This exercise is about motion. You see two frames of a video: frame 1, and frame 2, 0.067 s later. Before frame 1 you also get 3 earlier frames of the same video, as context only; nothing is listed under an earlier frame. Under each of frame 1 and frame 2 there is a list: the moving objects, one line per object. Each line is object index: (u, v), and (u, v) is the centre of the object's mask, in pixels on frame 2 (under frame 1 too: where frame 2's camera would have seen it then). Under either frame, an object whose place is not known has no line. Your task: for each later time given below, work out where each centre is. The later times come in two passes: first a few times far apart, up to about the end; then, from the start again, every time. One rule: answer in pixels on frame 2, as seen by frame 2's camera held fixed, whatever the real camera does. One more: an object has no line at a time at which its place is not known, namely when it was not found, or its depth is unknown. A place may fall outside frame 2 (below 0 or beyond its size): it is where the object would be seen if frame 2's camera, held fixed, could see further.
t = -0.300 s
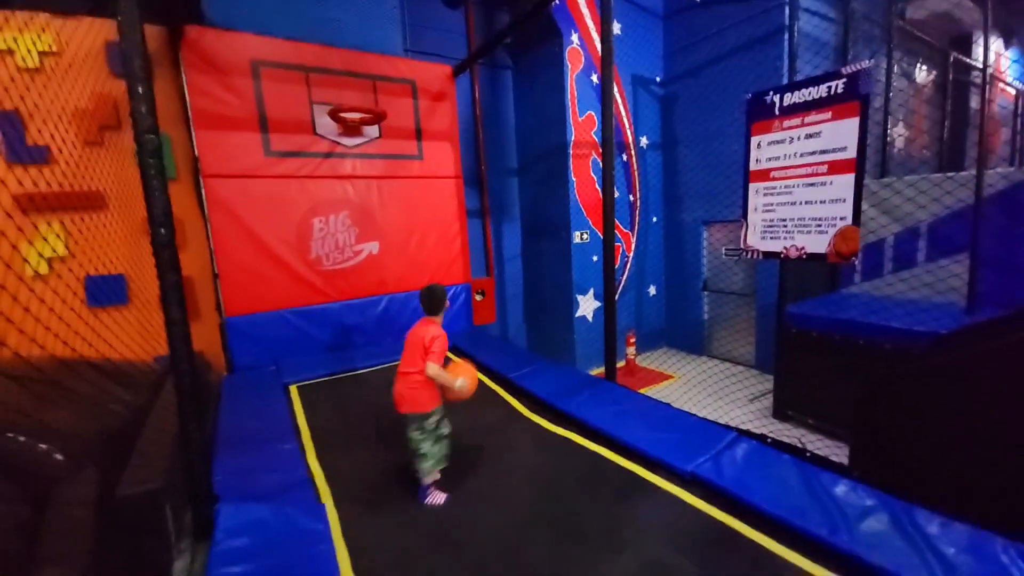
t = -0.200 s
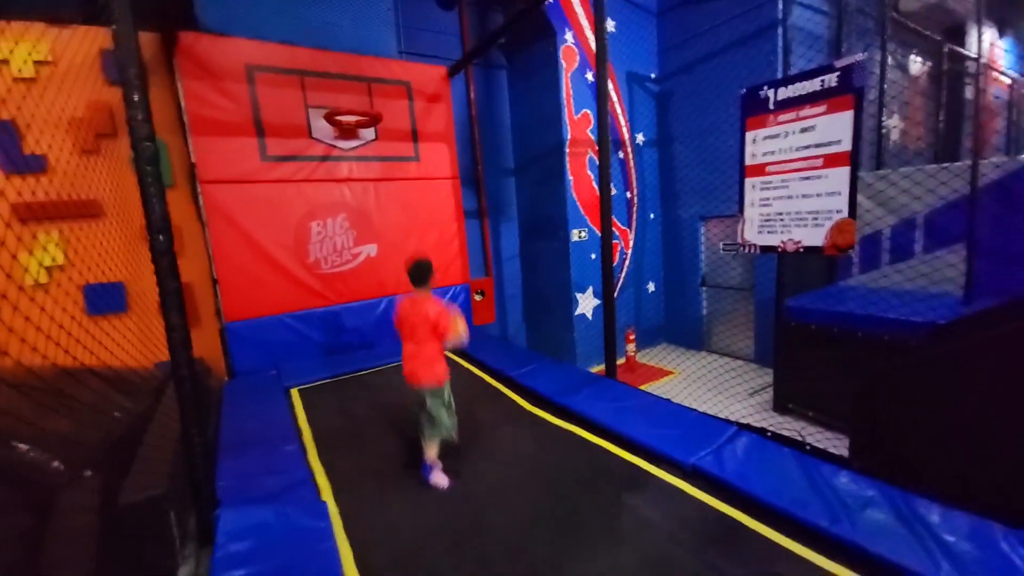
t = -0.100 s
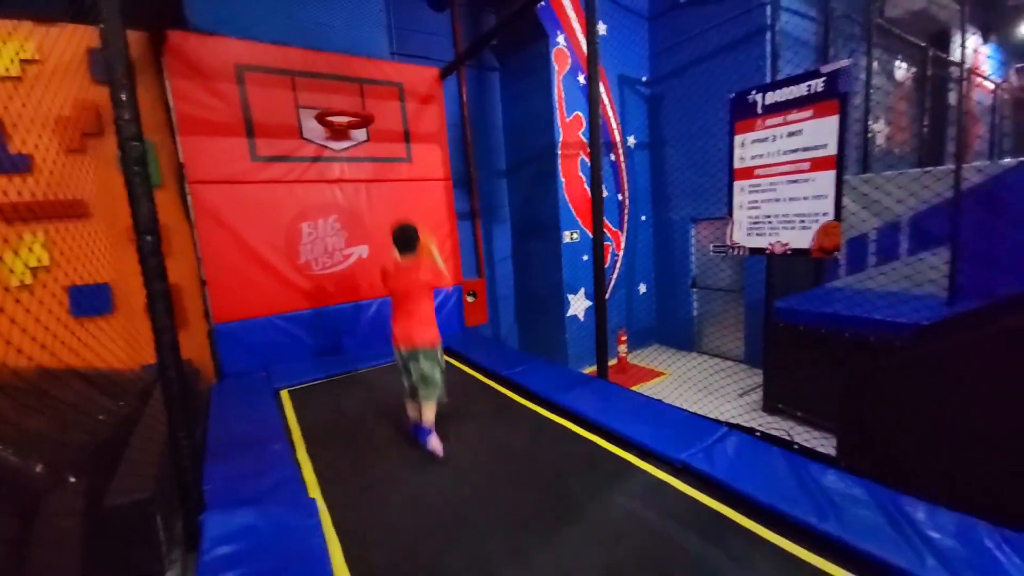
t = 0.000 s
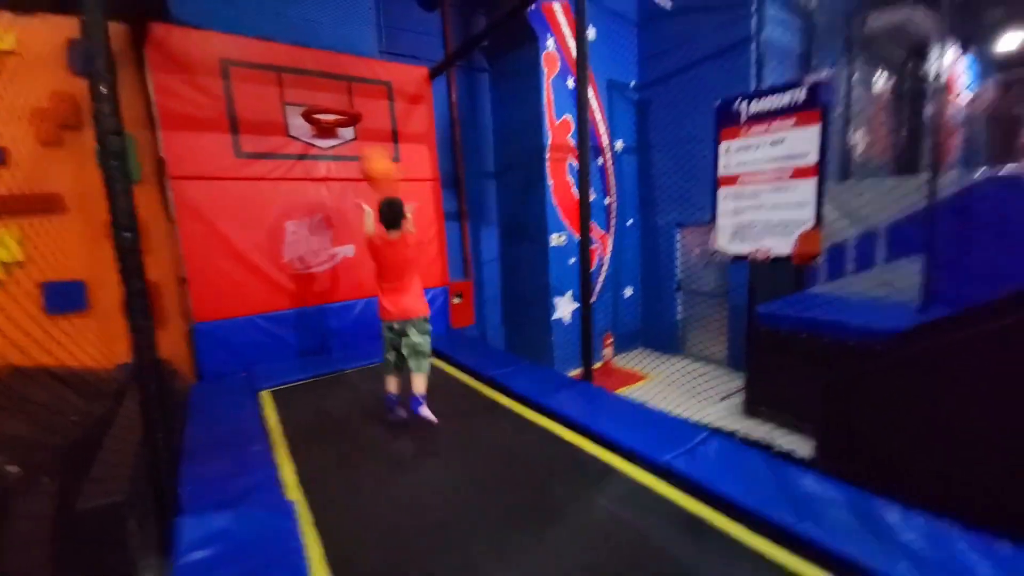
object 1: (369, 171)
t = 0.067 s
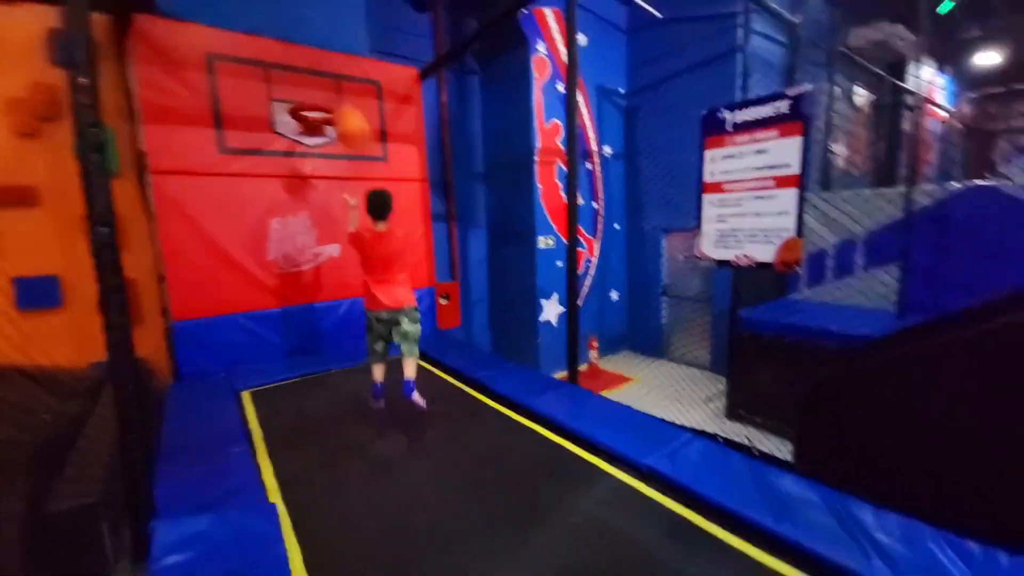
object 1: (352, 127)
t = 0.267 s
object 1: (311, 45)
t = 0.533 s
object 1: (270, 29)
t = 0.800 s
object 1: (247, 108)
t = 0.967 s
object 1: (252, 156)
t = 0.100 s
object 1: (343, 105)
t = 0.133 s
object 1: (337, 93)
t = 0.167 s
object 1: (331, 78)
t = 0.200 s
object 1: (324, 65)
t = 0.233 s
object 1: (317, 54)
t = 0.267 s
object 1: (311, 45)
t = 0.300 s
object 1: (306, 37)
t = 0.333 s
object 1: (300, 32)
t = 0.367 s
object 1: (295, 28)
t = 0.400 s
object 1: (290, 26)
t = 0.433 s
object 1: (285, 24)
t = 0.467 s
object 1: (280, 24)
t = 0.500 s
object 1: (276, 25)
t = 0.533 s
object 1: (270, 29)
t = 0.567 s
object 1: (266, 34)
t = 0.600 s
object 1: (263, 40)
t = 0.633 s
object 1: (260, 47)
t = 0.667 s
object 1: (258, 53)
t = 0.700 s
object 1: (251, 74)
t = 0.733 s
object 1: (249, 82)
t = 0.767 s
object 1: (248, 100)
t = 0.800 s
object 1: (247, 108)
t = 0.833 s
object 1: (248, 113)
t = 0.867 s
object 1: (247, 124)
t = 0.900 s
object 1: (248, 131)
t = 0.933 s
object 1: (251, 139)
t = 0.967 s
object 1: (252, 156)
